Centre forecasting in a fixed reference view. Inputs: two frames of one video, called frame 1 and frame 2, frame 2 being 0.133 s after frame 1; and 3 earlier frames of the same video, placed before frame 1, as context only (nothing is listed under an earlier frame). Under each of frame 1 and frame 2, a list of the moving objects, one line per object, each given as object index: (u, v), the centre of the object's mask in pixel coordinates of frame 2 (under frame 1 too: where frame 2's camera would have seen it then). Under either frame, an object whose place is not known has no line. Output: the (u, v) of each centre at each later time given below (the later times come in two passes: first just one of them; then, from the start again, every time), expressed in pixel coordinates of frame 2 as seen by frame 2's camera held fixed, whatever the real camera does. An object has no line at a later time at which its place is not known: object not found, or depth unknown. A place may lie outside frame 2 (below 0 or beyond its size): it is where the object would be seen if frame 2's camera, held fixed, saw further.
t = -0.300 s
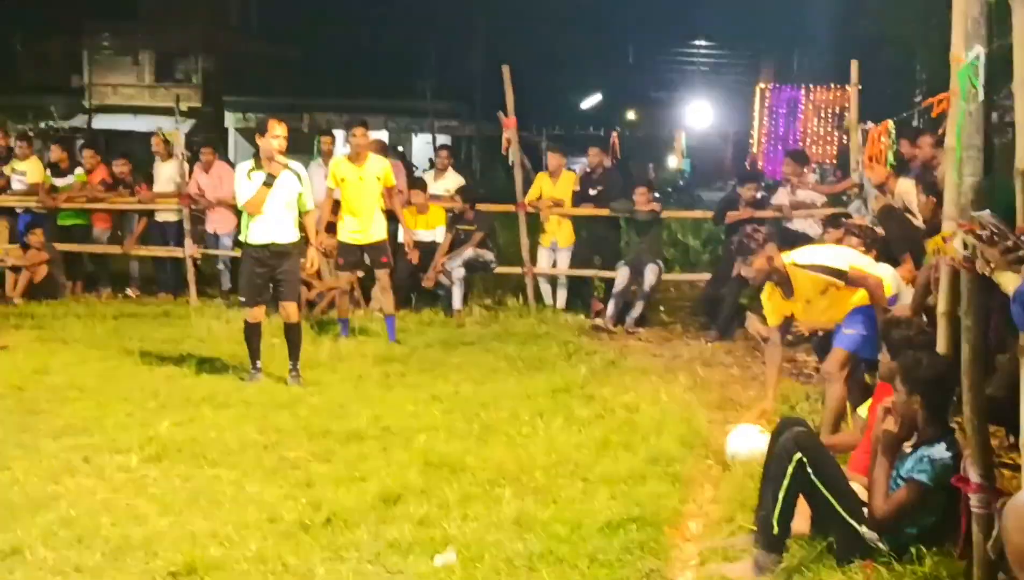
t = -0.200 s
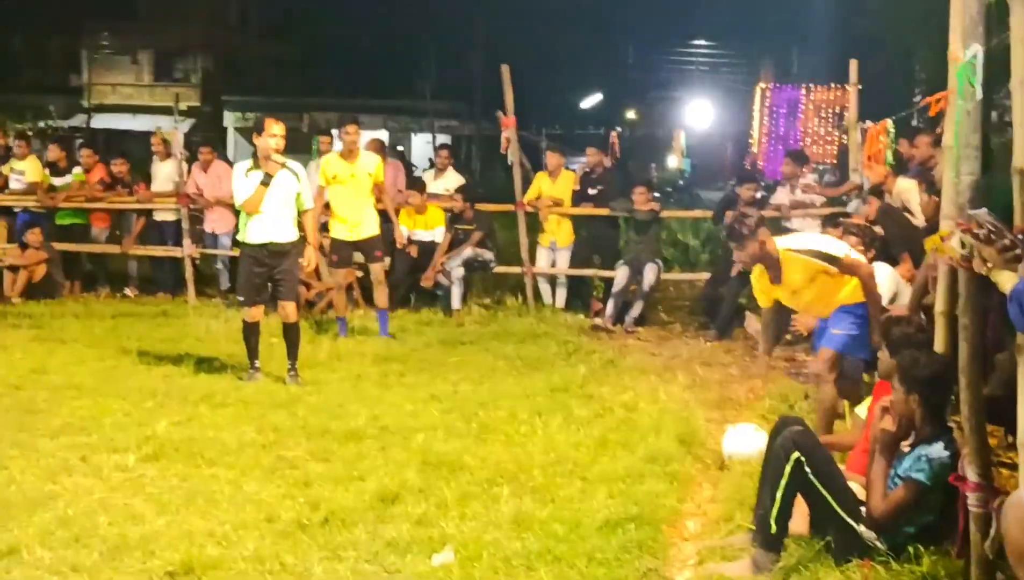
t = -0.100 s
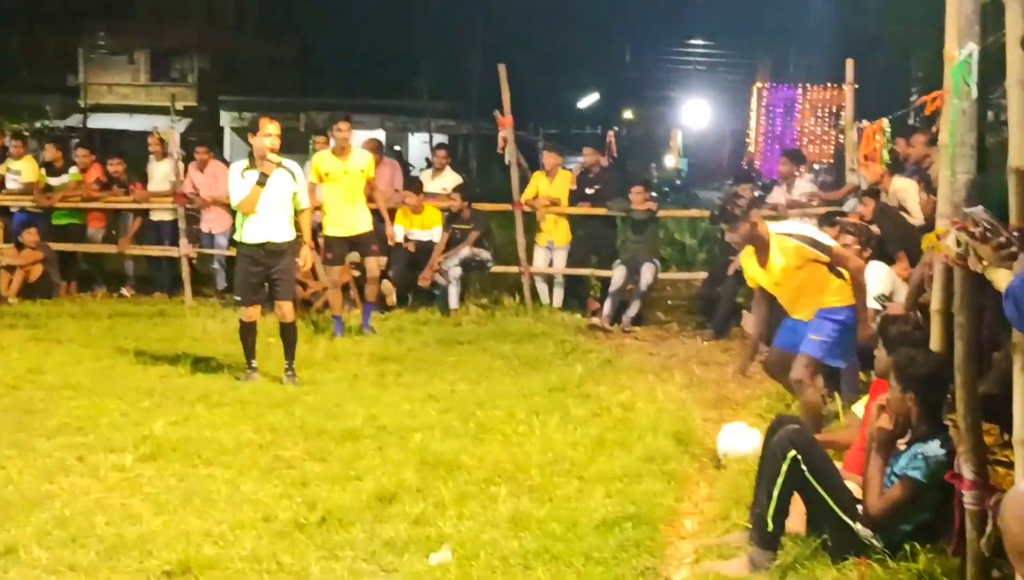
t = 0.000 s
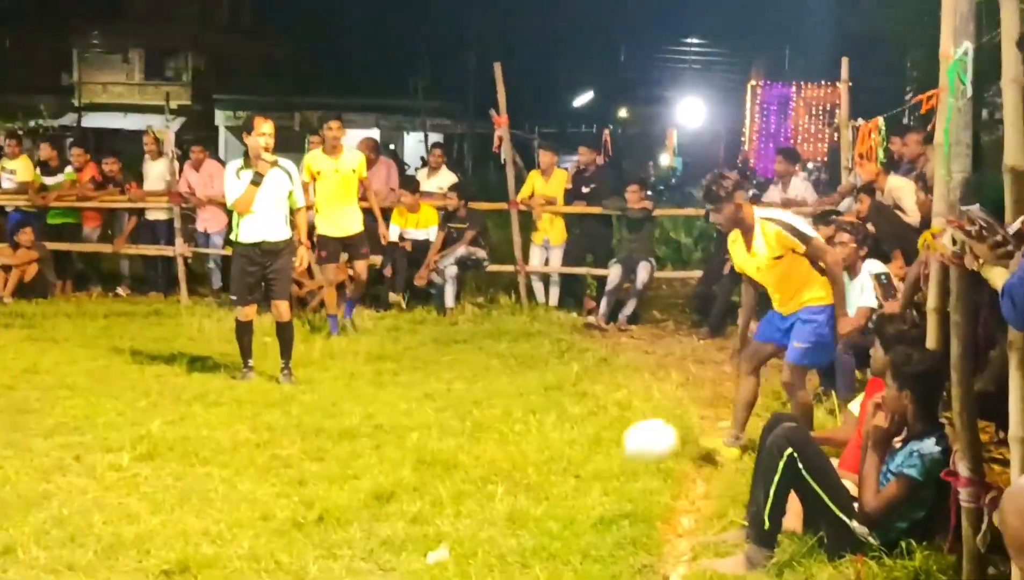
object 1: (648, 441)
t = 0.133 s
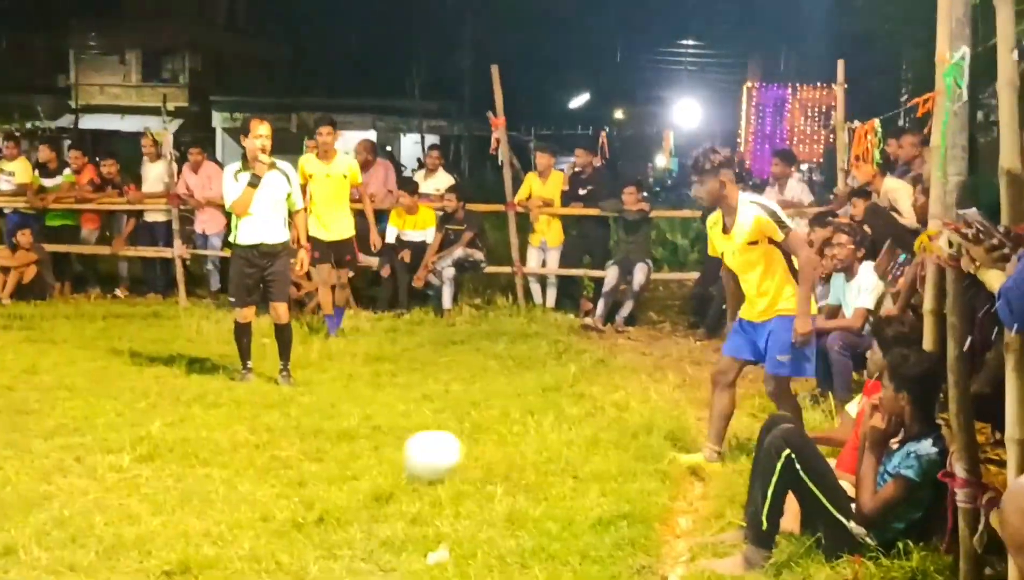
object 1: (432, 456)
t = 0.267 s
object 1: (222, 474)
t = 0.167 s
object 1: (376, 462)
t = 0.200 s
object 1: (322, 469)
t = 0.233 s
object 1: (271, 472)
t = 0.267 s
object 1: (222, 474)
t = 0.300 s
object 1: (174, 474)
